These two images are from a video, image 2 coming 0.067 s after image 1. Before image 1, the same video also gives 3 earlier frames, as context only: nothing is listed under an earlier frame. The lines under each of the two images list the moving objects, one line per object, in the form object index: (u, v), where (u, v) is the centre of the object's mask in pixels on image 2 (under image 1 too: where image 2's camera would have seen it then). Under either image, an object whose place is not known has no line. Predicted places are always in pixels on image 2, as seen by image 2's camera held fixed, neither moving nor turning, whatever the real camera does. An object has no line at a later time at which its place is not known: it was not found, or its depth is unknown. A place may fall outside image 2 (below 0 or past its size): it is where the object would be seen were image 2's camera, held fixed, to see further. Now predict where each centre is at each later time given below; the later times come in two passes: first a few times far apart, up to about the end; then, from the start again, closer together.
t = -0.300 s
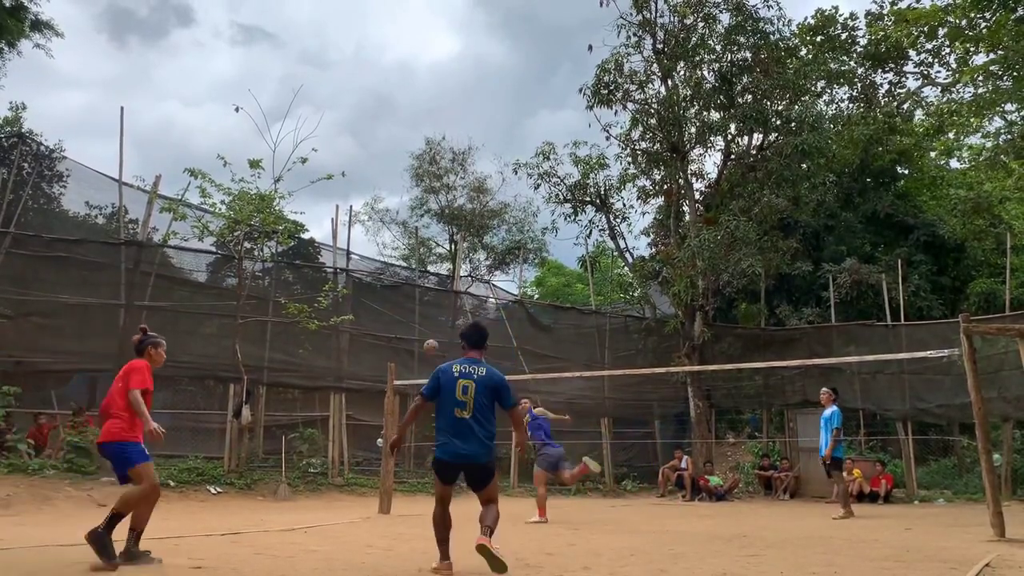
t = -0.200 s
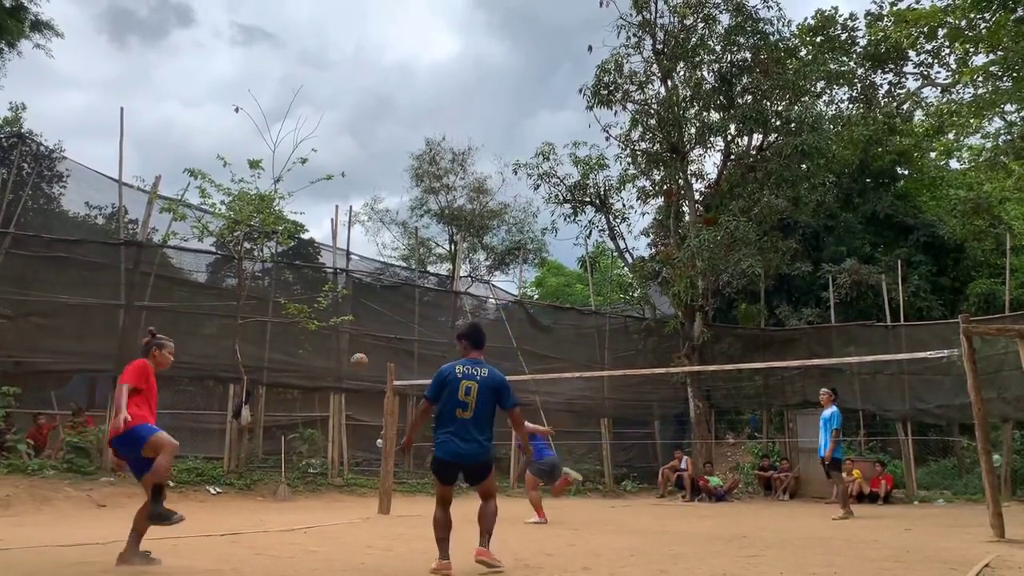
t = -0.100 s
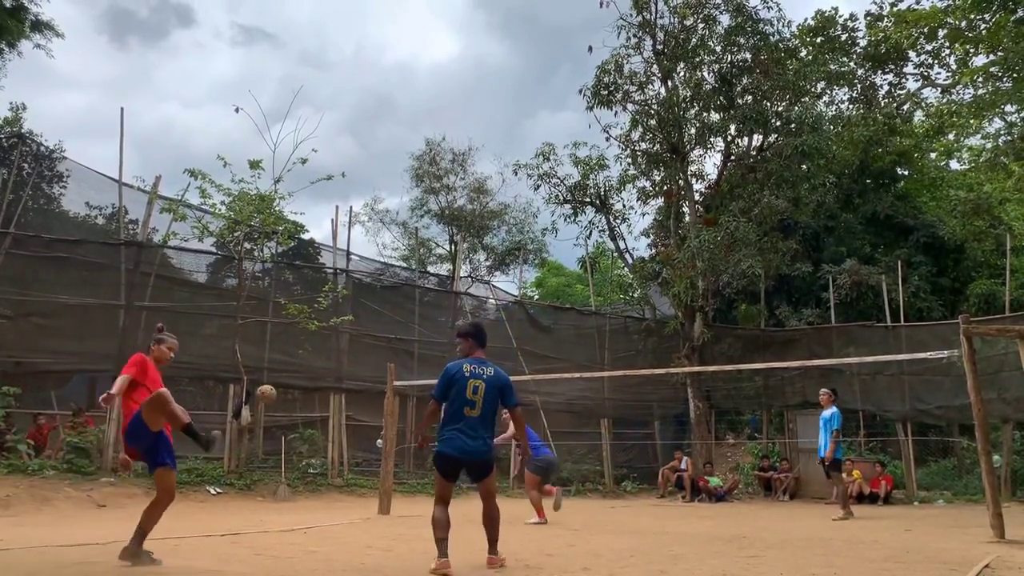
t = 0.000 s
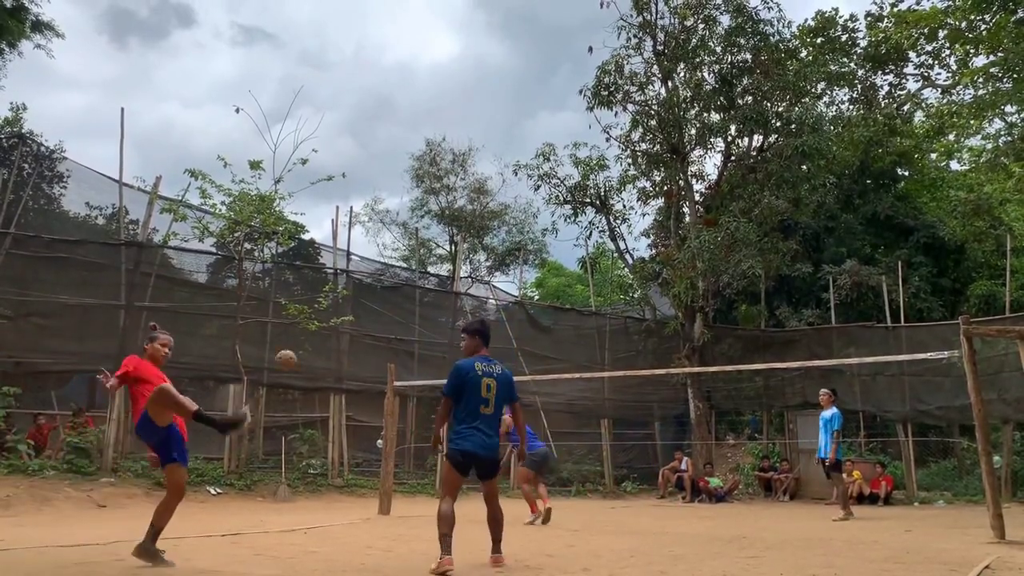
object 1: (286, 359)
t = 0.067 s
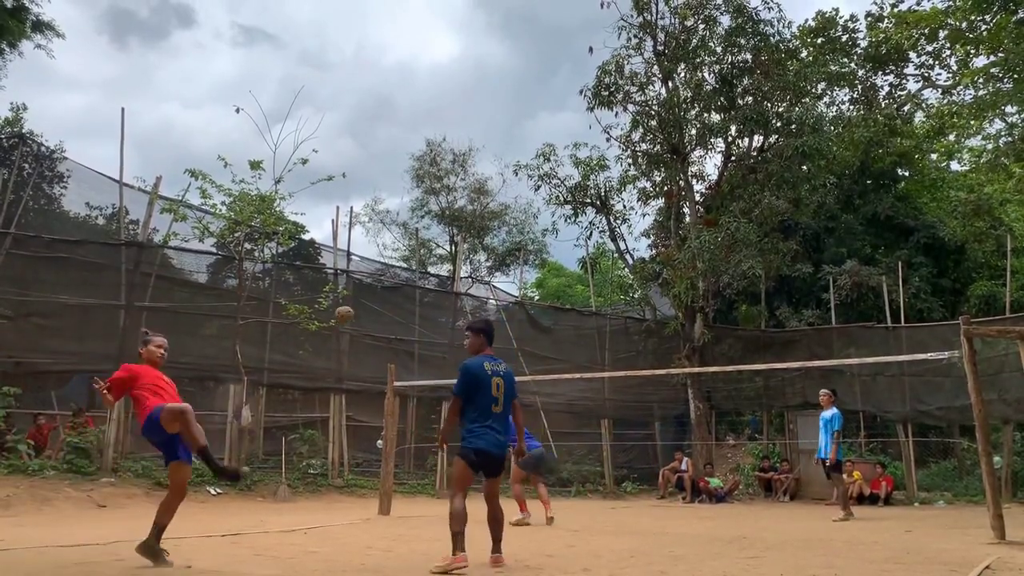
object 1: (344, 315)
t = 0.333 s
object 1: (552, 214)
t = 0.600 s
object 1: (746, 212)
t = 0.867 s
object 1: (941, 306)
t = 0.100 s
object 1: (371, 296)
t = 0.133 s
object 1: (398, 281)
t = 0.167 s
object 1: (426, 264)
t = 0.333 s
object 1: (552, 214)
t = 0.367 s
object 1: (576, 209)
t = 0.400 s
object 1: (602, 204)
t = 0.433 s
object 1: (625, 202)
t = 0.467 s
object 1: (648, 201)
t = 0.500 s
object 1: (672, 201)
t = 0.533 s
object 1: (697, 206)
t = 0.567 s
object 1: (721, 207)
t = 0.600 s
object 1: (746, 212)
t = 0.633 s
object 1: (770, 219)
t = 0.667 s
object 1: (794, 227)
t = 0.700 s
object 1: (819, 236)
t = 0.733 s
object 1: (844, 247)
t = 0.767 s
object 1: (868, 260)
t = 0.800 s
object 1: (891, 273)
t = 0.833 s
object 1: (917, 289)
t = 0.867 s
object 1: (941, 306)
